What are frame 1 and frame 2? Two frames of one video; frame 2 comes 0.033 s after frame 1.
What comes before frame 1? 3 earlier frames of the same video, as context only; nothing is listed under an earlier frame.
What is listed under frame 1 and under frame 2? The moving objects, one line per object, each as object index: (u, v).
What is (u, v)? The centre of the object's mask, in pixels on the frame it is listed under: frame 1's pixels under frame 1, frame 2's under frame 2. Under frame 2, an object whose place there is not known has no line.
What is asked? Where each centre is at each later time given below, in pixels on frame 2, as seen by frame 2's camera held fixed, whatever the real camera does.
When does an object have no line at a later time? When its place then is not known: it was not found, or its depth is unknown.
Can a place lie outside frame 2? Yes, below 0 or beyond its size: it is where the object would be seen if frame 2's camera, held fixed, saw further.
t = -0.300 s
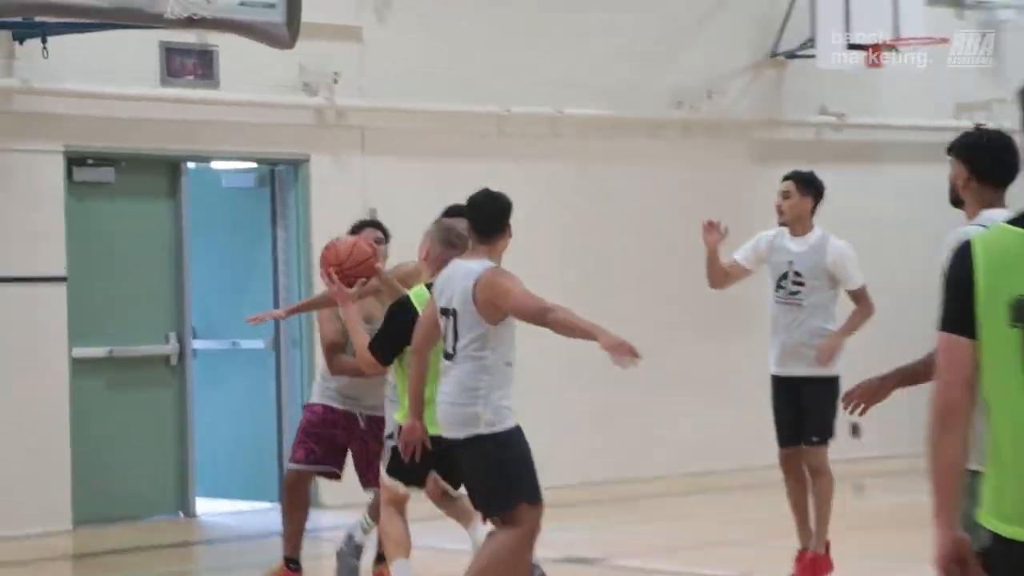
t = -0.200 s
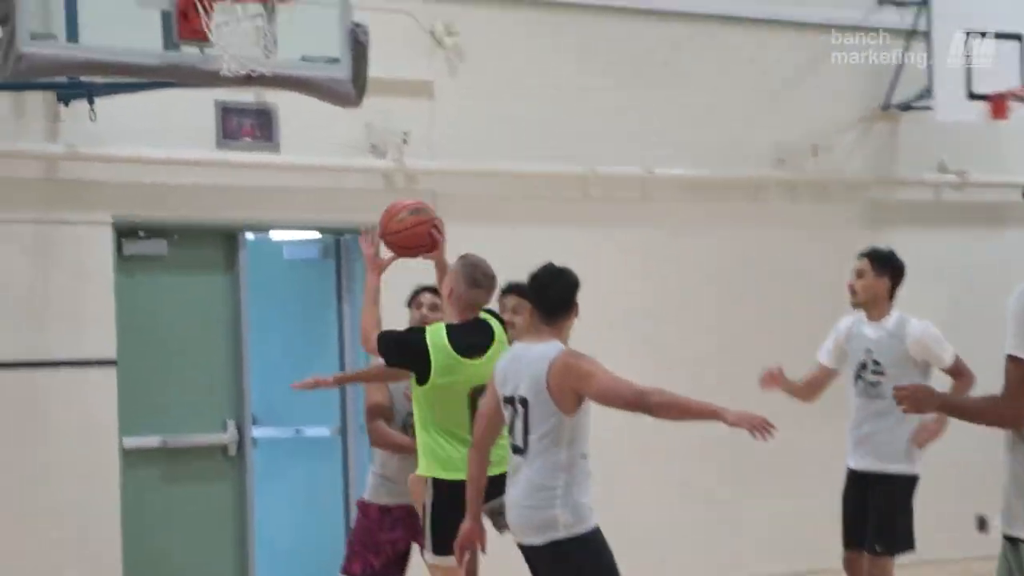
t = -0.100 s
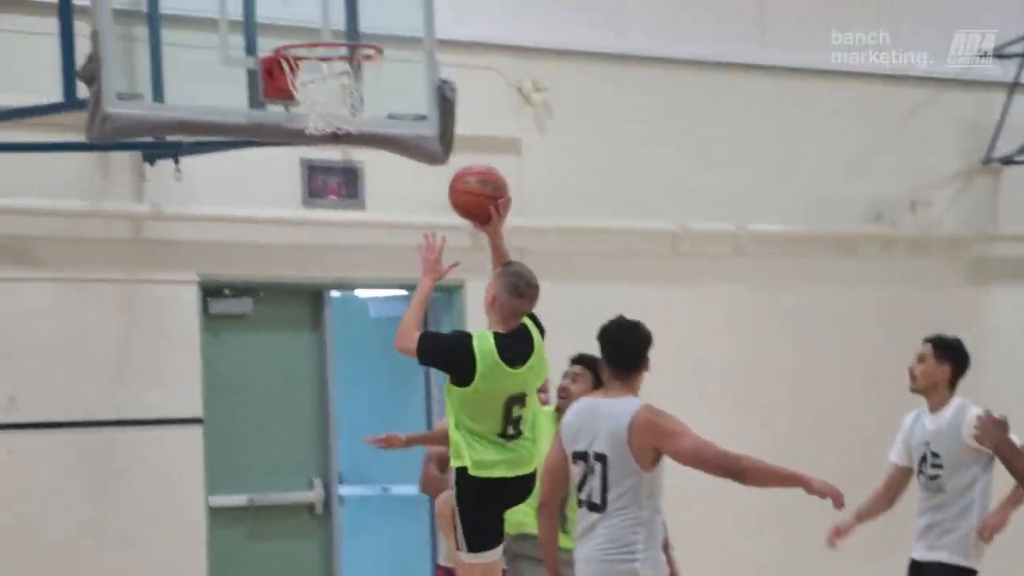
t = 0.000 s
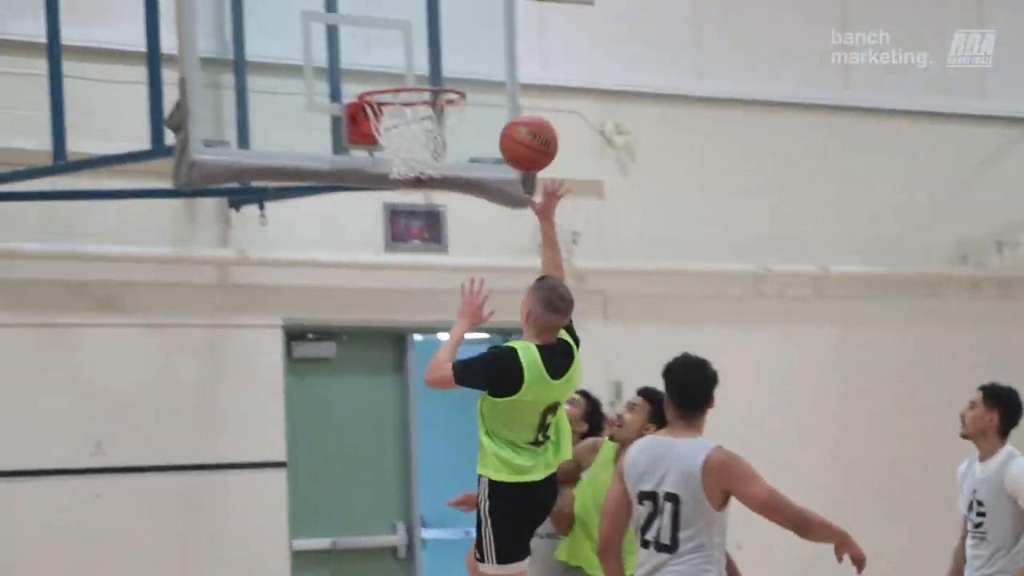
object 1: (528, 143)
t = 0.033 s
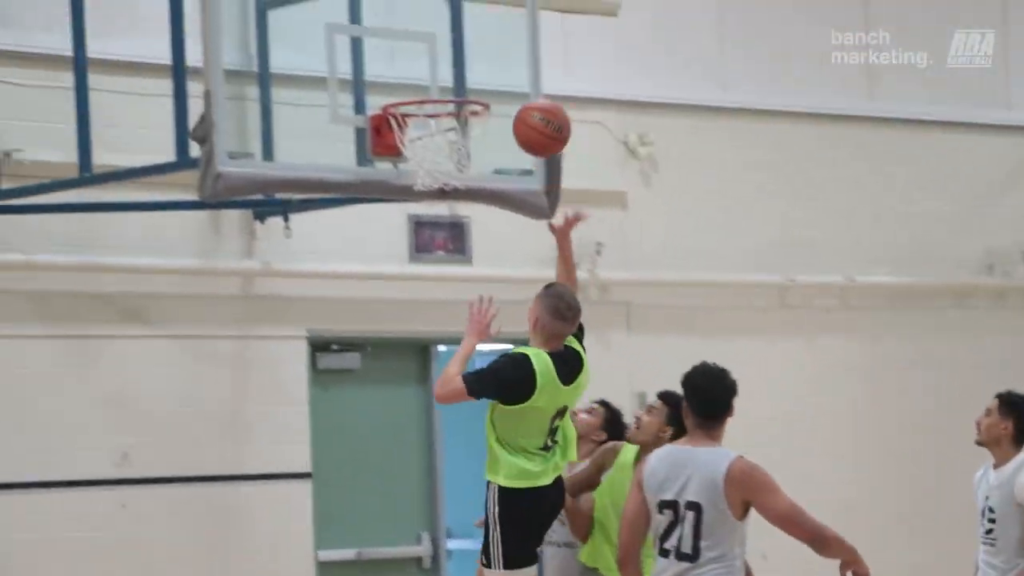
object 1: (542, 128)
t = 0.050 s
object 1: (536, 116)
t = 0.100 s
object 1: (518, 84)
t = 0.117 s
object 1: (513, 75)
